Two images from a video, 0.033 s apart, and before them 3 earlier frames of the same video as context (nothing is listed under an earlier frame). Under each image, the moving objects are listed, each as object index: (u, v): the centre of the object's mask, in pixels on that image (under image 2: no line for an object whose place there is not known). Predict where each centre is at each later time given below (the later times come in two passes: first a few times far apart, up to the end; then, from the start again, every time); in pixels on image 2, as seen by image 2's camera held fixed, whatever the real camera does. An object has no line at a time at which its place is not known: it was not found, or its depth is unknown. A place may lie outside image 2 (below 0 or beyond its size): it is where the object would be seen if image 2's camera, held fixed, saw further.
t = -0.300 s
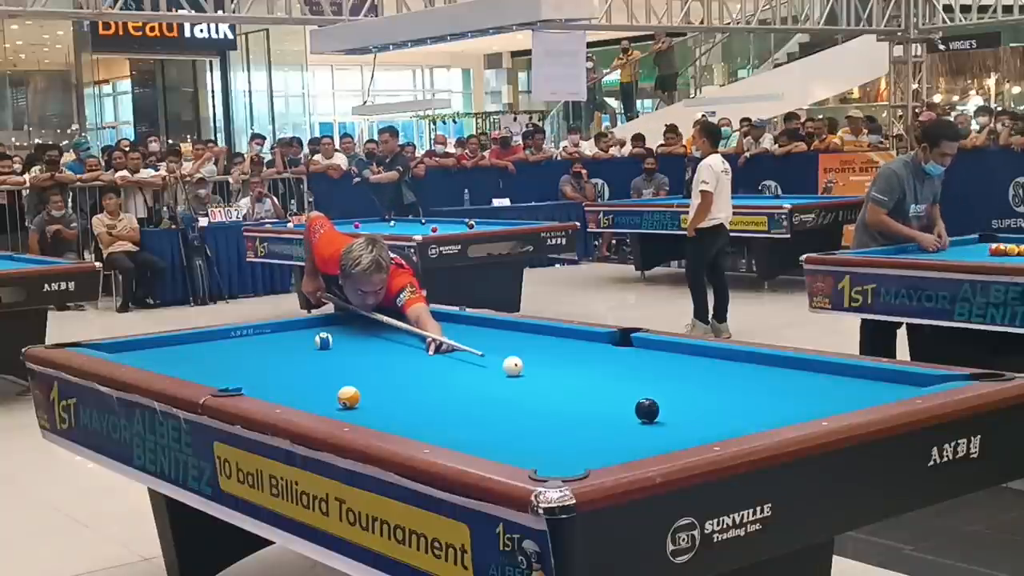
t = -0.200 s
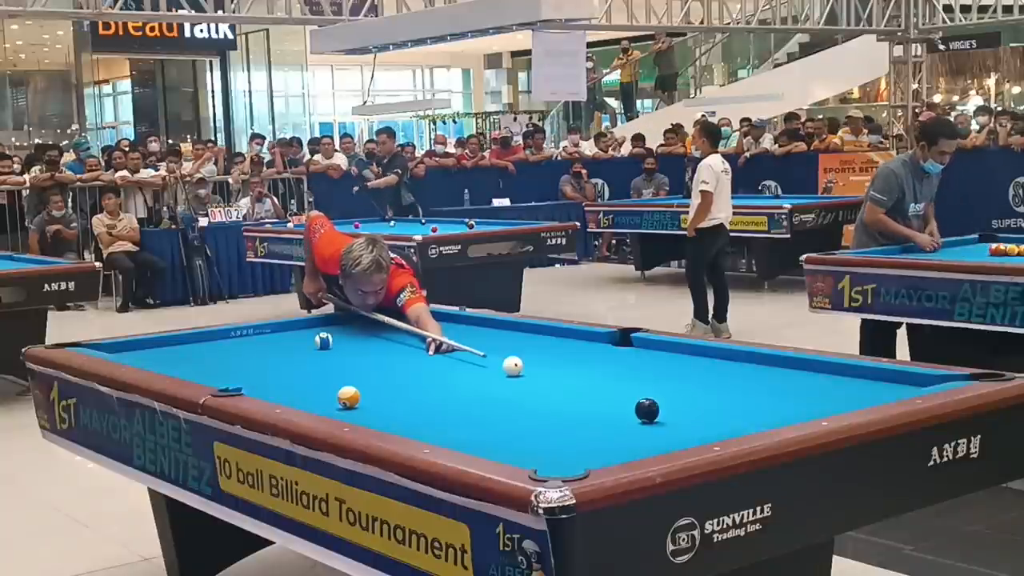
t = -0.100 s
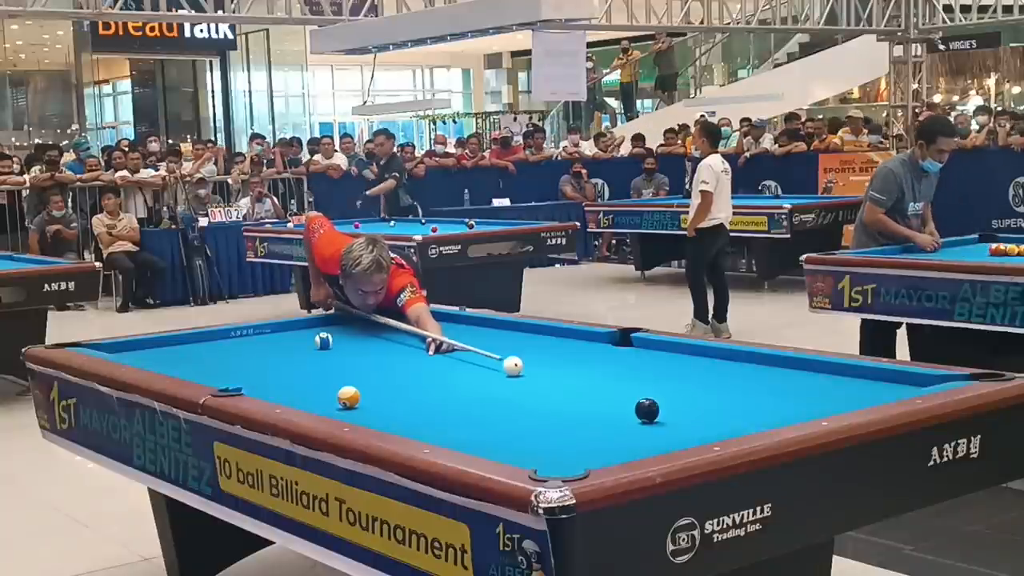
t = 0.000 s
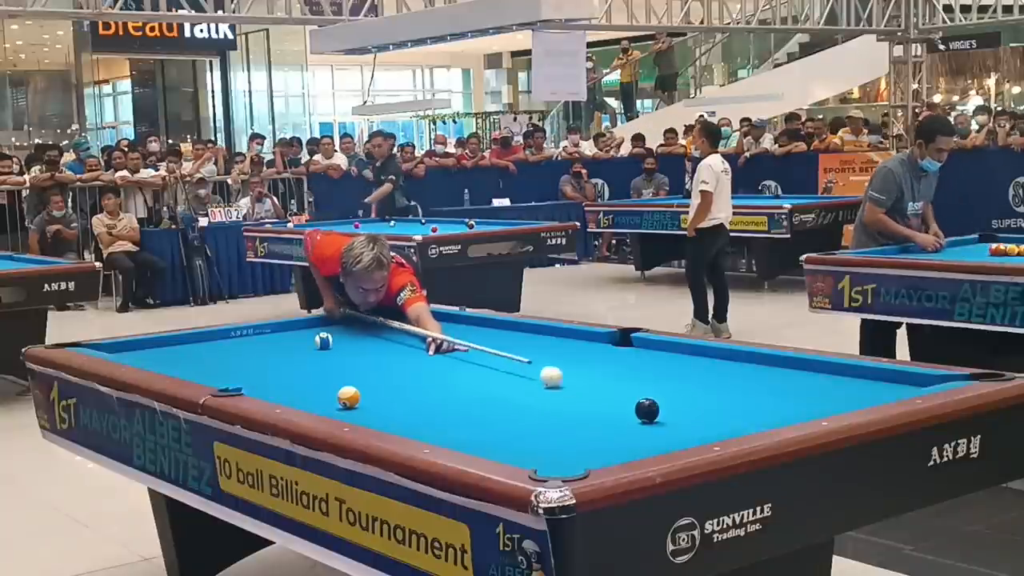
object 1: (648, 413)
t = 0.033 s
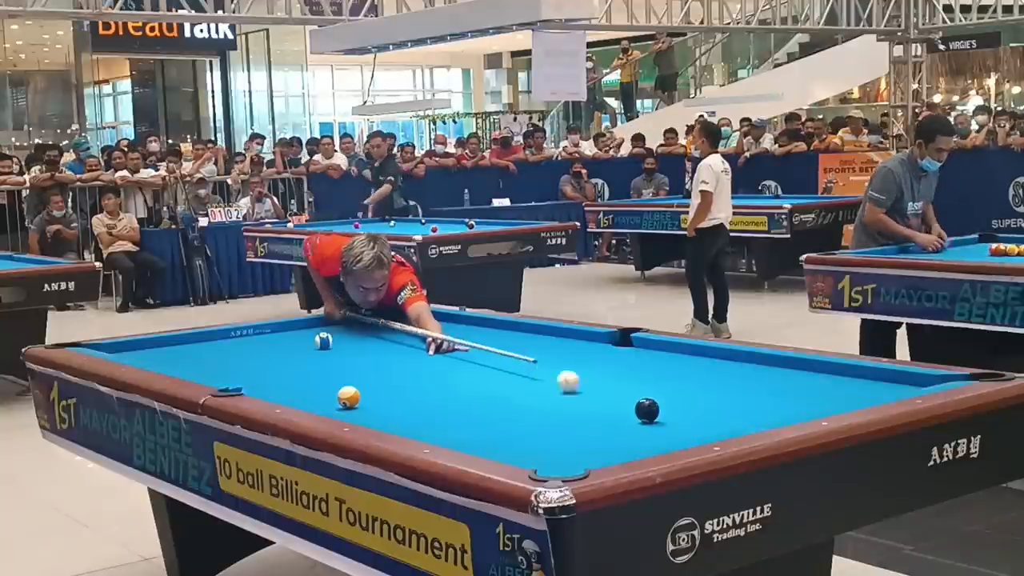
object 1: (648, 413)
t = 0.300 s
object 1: (628, 430)
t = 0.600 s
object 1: (579, 462)
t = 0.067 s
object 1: (648, 413)
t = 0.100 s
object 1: (648, 413)
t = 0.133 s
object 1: (648, 413)
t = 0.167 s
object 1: (648, 413)
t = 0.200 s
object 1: (645, 414)
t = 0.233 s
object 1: (640, 420)
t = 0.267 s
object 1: (634, 423)
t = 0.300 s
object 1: (628, 430)
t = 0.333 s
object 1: (622, 431)
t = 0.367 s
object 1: (617, 436)
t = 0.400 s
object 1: (612, 440)
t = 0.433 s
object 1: (606, 444)
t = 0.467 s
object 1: (601, 447)
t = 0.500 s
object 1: (596, 450)
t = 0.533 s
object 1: (590, 454)
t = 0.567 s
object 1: (584, 458)
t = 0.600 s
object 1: (579, 462)
